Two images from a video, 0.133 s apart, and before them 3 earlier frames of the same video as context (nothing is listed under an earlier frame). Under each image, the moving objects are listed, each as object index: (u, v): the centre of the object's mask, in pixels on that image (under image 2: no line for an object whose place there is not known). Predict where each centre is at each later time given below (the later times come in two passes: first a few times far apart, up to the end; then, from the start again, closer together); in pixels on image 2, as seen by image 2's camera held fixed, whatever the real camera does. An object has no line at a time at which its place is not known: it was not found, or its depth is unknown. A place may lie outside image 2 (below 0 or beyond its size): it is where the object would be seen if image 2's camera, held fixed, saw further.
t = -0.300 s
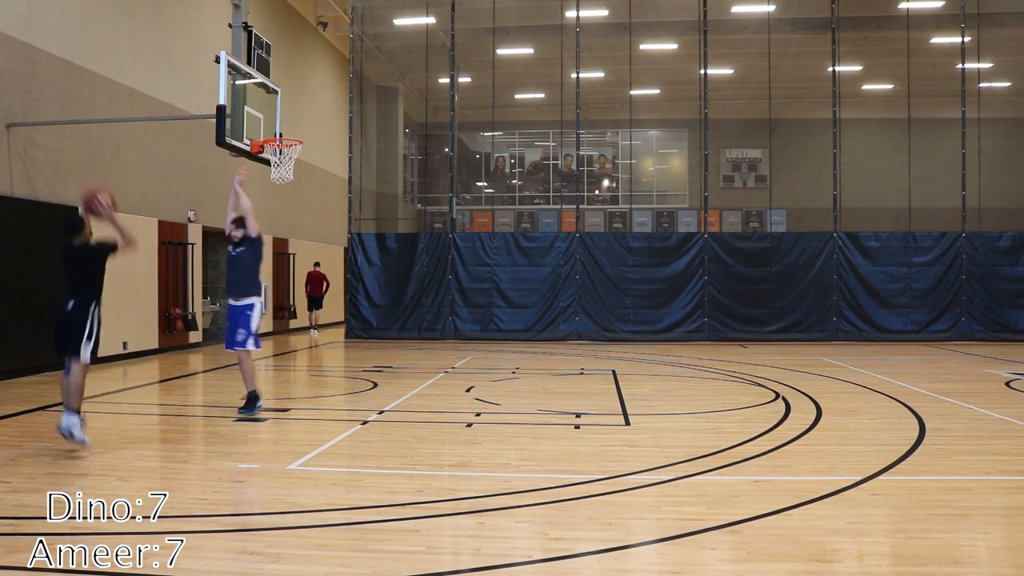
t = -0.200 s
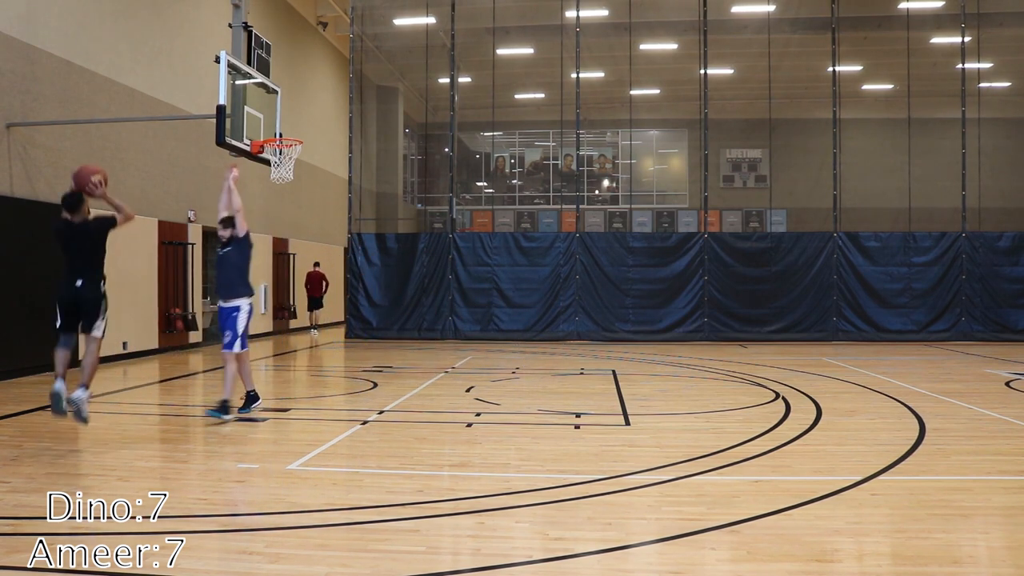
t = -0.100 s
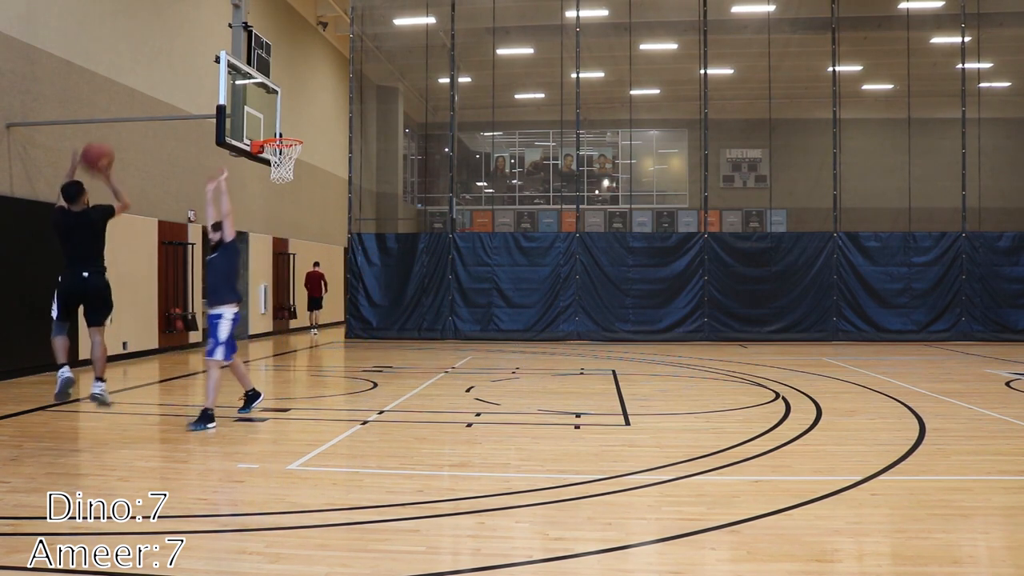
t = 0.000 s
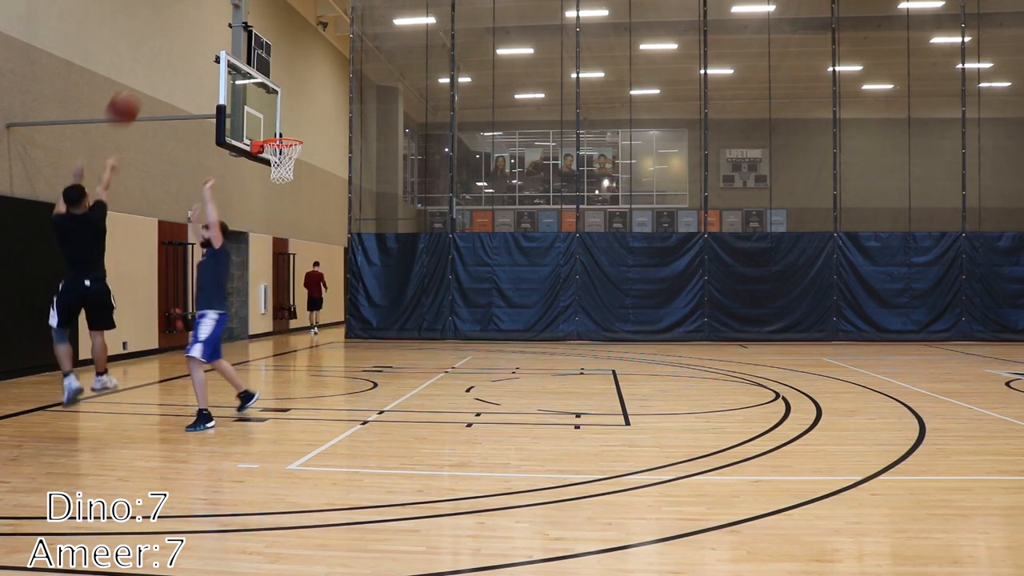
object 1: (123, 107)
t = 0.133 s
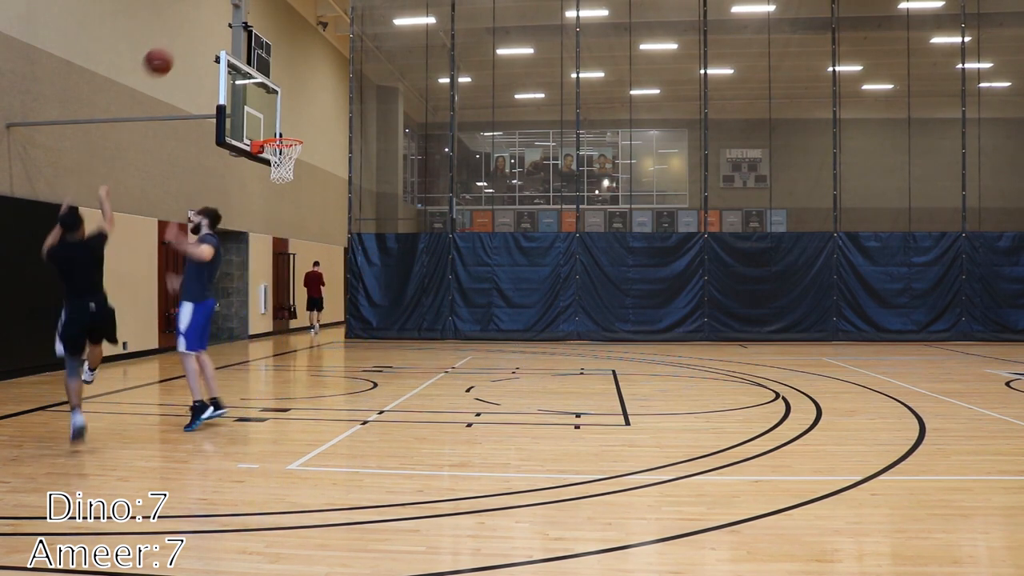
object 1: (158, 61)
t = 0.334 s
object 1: (201, 37)
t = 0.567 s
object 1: (240, 55)
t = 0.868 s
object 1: (278, 131)
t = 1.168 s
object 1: (286, 114)
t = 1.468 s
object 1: (282, 130)
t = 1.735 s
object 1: (286, 132)
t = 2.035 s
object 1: (282, 148)
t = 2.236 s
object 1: (275, 178)
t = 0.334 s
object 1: (201, 37)
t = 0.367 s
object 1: (207, 36)
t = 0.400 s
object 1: (213, 38)
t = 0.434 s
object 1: (218, 39)
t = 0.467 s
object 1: (224, 42)
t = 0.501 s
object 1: (230, 46)
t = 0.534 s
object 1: (235, 50)
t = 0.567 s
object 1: (240, 55)
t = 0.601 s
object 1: (245, 62)
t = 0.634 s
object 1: (250, 68)
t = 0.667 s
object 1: (254, 76)
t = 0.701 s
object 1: (259, 86)
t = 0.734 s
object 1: (262, 93)
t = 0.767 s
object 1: (265, 104)
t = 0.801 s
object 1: (271, 115)
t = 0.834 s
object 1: (274, 125)
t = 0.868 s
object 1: (278, 131)
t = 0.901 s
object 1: (281, 132)
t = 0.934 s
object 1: (286, 133)
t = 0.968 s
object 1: (289, 134)
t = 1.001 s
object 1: (288, 131)
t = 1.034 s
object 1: (288, 127)
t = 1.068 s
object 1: (287, 123)
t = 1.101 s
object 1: (287, 119)
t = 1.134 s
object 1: (287, 116)
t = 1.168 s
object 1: (286, 114)
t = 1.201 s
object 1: (286, 113)
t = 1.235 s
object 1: (285, 112)
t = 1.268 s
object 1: (285, 113)
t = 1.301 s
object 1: (284, 115)
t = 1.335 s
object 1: (284, 117)
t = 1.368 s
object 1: (283, 119)
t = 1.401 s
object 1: (282, 123)
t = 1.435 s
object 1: (282, 128)
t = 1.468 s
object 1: (282, 130)
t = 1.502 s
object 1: (283, 128)
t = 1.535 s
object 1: (284, 128)
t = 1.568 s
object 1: (285, 128)
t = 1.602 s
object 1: (285, 129)
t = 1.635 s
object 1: (286, 130)
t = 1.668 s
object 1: (287, 132)
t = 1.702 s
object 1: (287, 133)
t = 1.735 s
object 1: (286, 132)
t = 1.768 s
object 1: (285, 131)
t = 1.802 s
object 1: (284, 130)
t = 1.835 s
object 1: (284, 130)
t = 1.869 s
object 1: (283, 130)
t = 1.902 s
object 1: (282, 131)
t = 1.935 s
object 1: (281, 132)
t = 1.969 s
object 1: (279, 133)
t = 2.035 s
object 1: (282, 148)
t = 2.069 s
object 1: (277, 153)
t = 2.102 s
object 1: (276, 156)
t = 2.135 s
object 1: (276, 160)
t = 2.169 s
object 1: (273, 169)
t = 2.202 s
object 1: (275, 175)
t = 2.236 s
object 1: (275, 178)
